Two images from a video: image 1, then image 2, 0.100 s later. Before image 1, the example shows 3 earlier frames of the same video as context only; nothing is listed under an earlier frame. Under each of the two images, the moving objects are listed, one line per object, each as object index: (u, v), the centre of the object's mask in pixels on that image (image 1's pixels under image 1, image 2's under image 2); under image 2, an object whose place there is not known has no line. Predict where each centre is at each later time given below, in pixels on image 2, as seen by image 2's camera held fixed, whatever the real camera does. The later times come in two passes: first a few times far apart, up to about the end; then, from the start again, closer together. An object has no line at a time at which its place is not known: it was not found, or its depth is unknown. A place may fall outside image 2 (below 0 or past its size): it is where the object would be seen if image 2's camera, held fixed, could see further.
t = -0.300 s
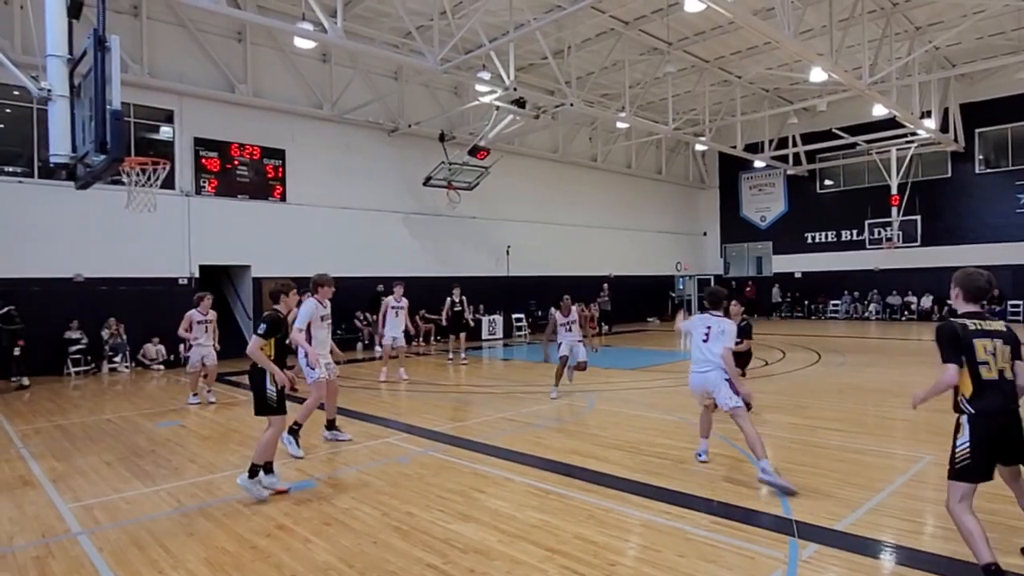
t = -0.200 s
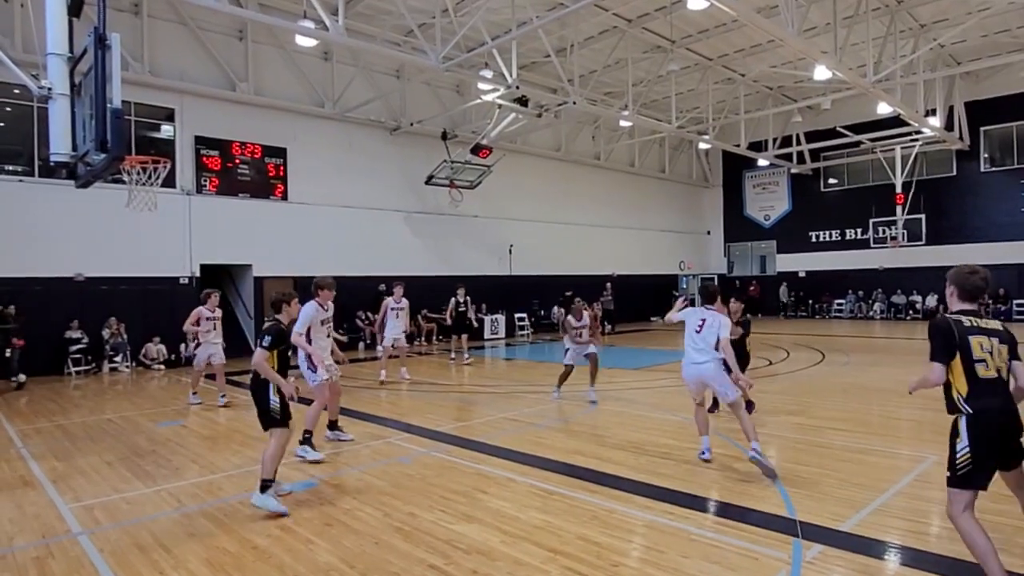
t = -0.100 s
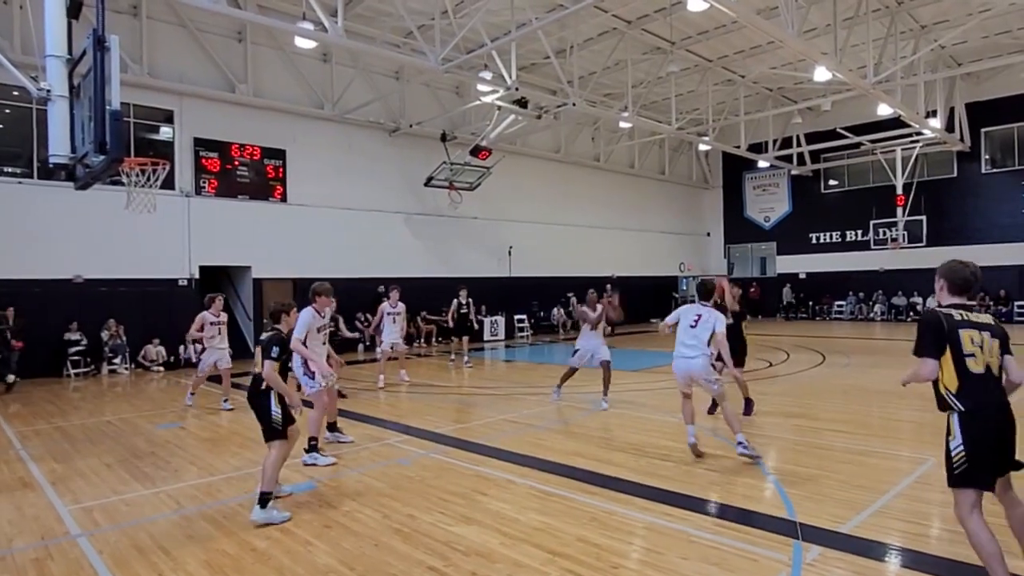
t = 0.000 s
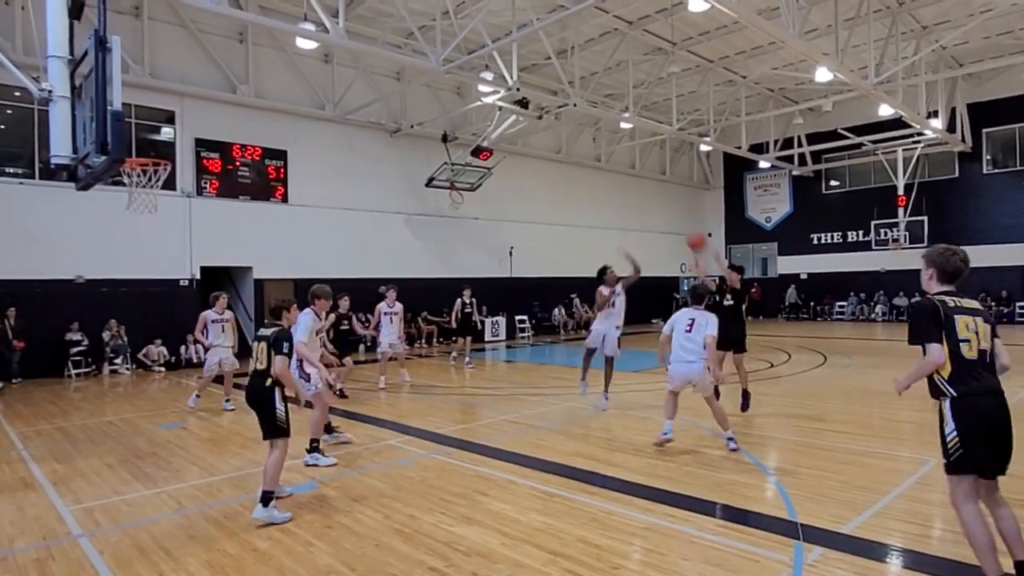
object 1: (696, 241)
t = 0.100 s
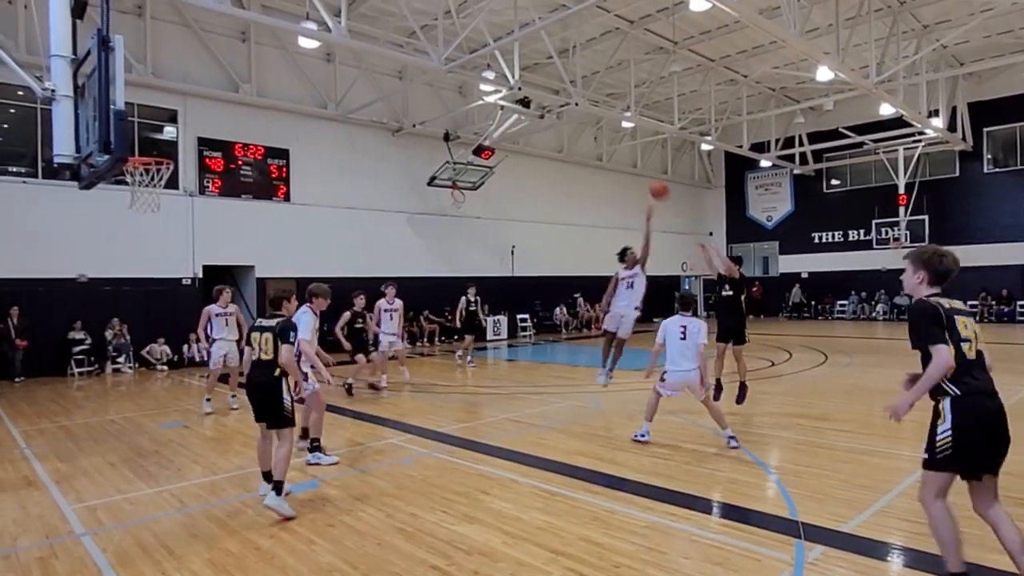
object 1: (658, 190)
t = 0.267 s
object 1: (592, 121)
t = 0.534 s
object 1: (479, 50)
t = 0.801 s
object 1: (356, 35)
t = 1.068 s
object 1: (227, 88)
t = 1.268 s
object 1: (136, 168)
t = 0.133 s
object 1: (645, 174)
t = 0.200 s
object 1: (619, 145)
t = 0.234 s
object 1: (605, 132)
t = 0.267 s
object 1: (592, 121)
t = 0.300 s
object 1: (579, 109)
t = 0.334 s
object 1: (564, 98)
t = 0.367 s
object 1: (551, 88)
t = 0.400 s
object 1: (537, 78)
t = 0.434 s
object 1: (524, 70)
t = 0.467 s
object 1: (507, 61)
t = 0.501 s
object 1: (493, 55)
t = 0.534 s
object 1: (479, 50)
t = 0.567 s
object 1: (466, 44)
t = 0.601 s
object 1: (451, 40)
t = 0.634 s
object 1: (434, 36)
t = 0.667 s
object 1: (418, 34)
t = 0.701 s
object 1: (403, 33)
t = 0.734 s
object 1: (387, 33)
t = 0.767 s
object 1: (372, 33)
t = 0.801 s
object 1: (356, 35)
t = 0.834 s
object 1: (341, 38)
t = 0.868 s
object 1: (325, 42)
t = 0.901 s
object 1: (308, 47)
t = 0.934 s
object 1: (293, 53)
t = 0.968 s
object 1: (276, 59)
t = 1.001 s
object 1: (260, 69)
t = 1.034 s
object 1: (243, 78)
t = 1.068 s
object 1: (227, 88)
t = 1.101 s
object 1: (210, 100)
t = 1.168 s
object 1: (176, 125)
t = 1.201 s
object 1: (157, 143)
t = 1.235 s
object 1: (140, 153)
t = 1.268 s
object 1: (136, 168)
